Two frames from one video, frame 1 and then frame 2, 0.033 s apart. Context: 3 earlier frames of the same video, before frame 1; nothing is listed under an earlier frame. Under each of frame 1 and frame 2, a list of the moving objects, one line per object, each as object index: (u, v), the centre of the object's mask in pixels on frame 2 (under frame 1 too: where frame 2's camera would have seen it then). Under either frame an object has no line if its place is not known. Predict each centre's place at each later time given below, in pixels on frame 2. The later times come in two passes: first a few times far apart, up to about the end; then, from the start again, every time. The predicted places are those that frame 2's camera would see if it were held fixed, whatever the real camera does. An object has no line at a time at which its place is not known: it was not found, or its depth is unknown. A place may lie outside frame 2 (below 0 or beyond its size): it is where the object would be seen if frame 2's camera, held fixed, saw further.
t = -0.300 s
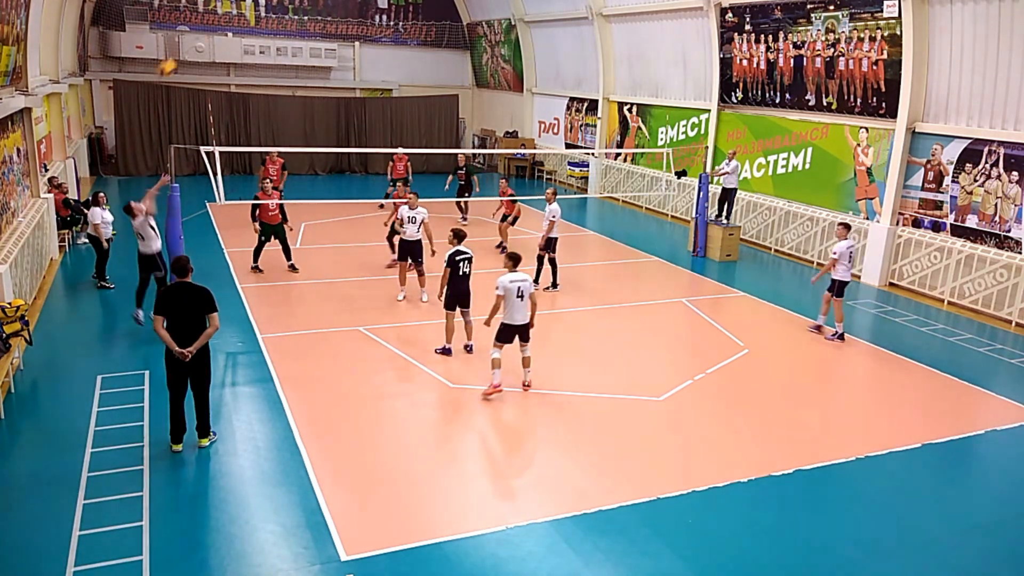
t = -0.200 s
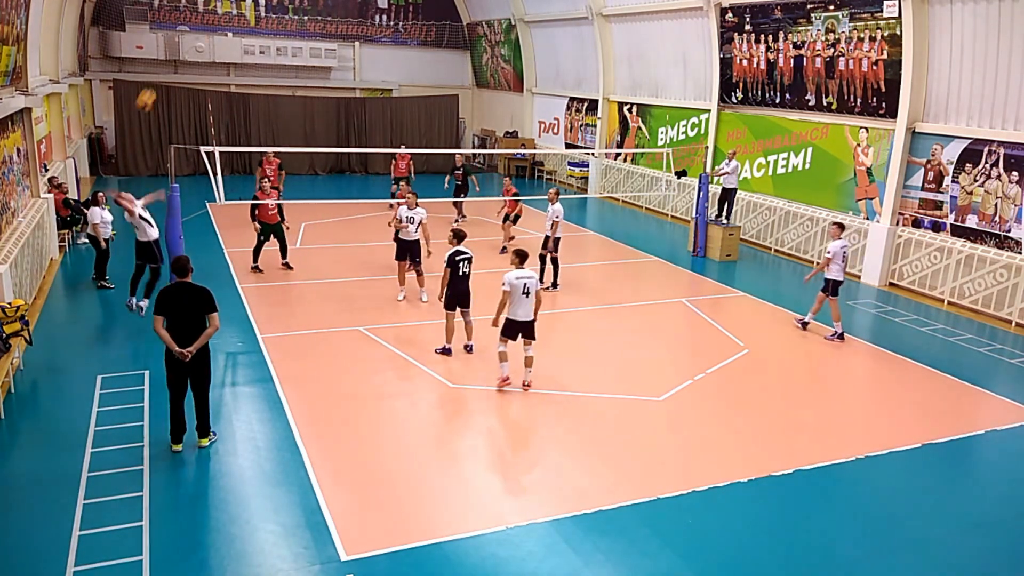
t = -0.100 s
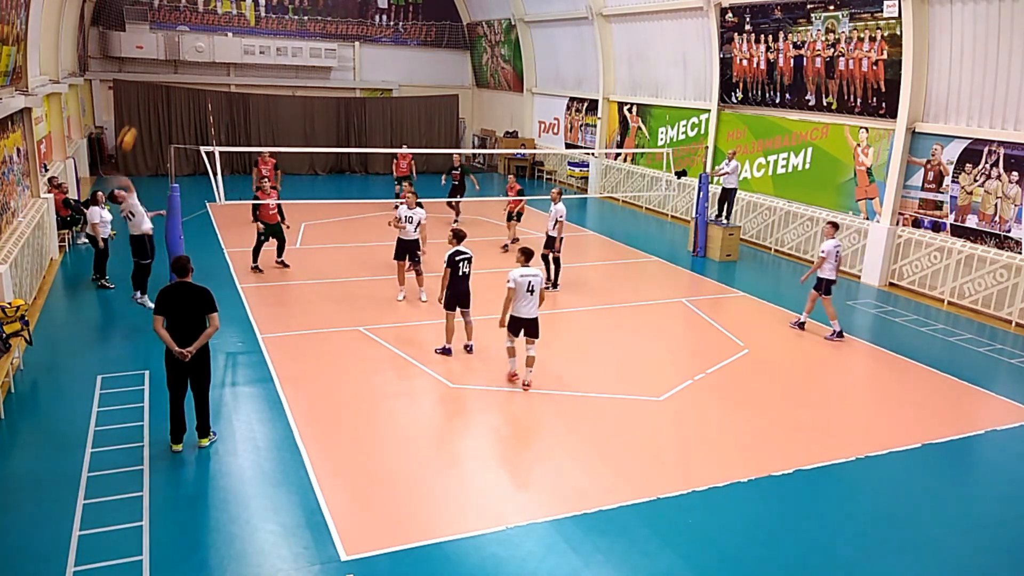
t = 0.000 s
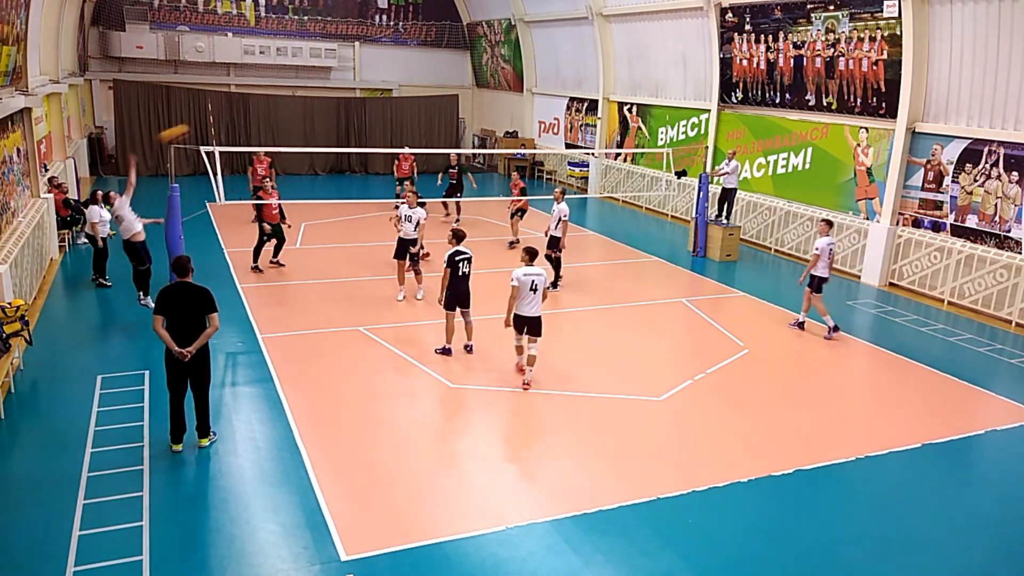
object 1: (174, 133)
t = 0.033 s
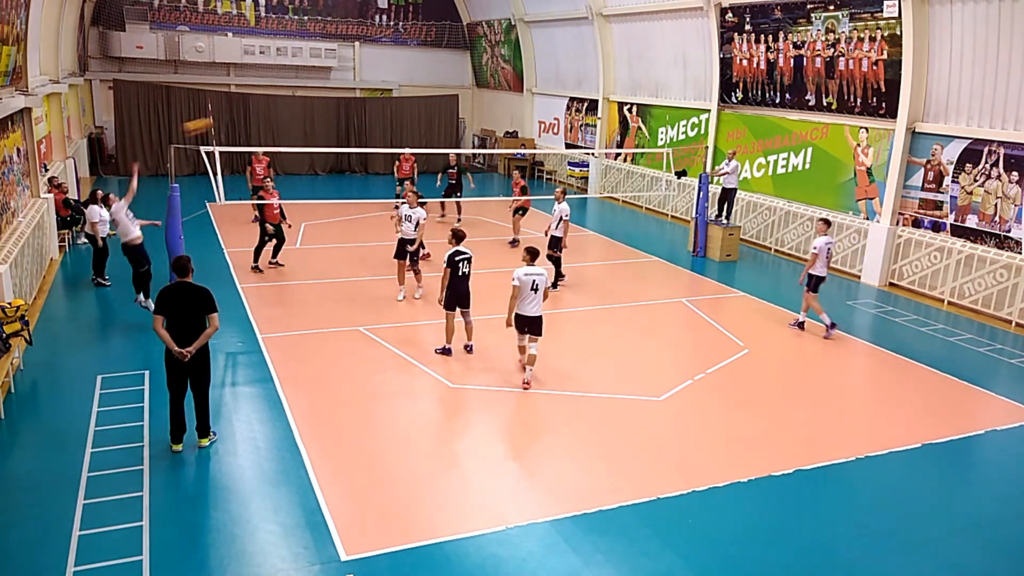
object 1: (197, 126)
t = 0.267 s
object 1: (330, 105)
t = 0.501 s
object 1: (421, 122)
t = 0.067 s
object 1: (220, 120)
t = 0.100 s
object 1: (241, 115)
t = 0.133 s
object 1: (261, 111)
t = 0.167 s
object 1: (280, 108)
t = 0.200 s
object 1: (298, 107)
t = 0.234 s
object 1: (314, 106)
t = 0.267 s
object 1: (330, 105)
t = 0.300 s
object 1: (345, 106)
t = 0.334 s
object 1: (359, 107)
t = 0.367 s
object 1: (374, 109)
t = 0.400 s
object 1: (387, 111)
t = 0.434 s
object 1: (399, 114)
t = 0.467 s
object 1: (410, 118)
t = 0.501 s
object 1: (421, 122)
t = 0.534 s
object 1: (432, 126)
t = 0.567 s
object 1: (443, 131)
